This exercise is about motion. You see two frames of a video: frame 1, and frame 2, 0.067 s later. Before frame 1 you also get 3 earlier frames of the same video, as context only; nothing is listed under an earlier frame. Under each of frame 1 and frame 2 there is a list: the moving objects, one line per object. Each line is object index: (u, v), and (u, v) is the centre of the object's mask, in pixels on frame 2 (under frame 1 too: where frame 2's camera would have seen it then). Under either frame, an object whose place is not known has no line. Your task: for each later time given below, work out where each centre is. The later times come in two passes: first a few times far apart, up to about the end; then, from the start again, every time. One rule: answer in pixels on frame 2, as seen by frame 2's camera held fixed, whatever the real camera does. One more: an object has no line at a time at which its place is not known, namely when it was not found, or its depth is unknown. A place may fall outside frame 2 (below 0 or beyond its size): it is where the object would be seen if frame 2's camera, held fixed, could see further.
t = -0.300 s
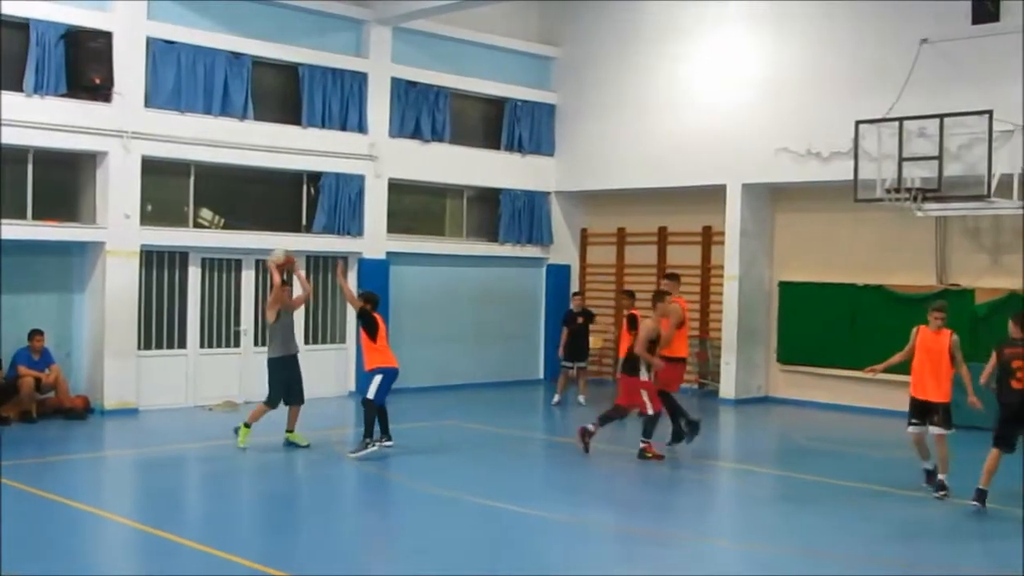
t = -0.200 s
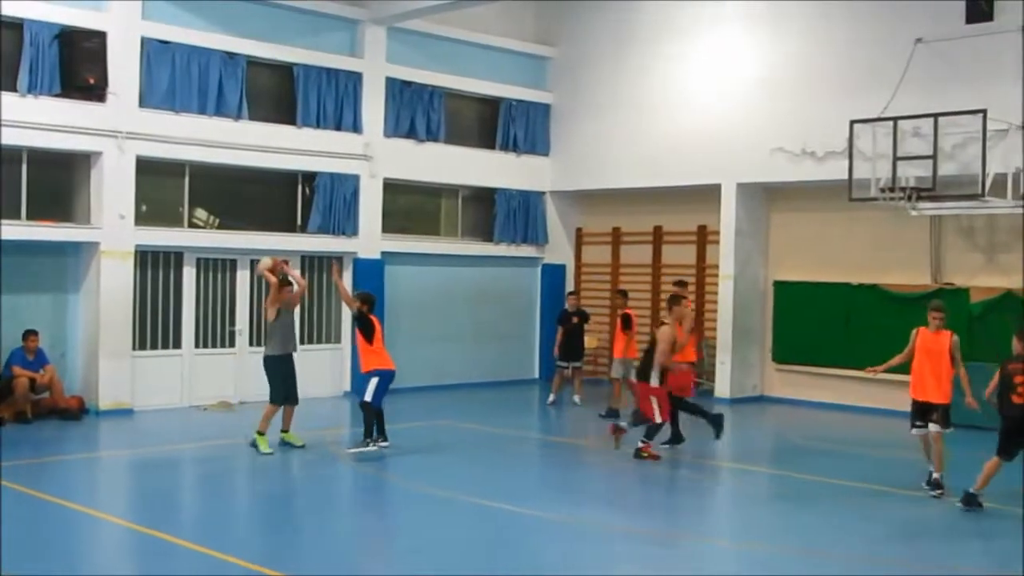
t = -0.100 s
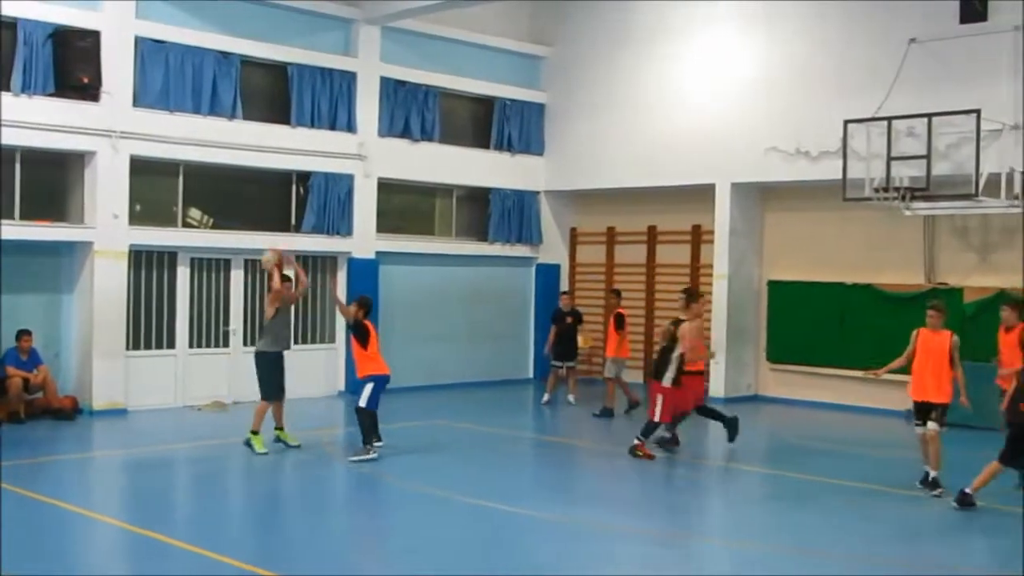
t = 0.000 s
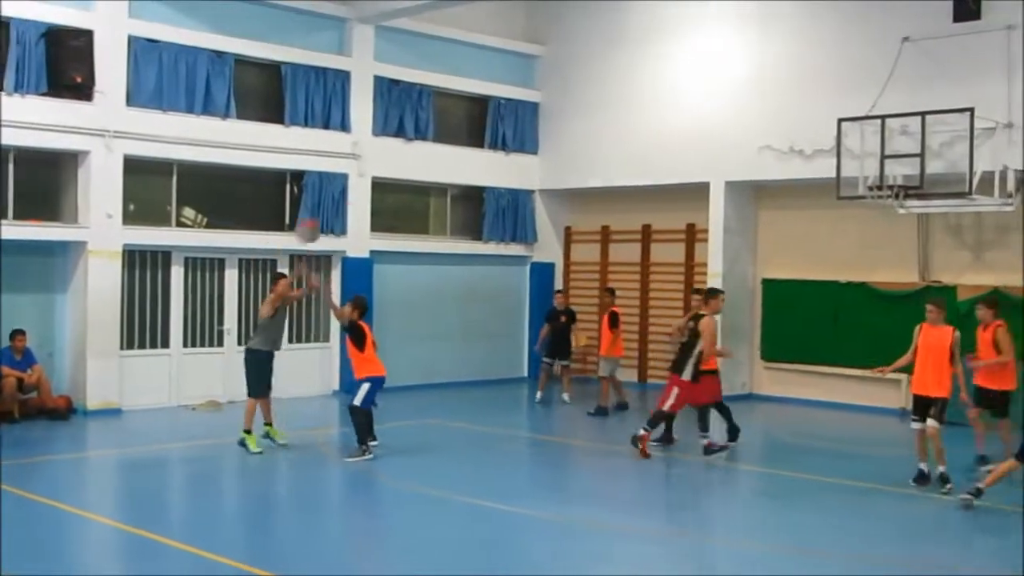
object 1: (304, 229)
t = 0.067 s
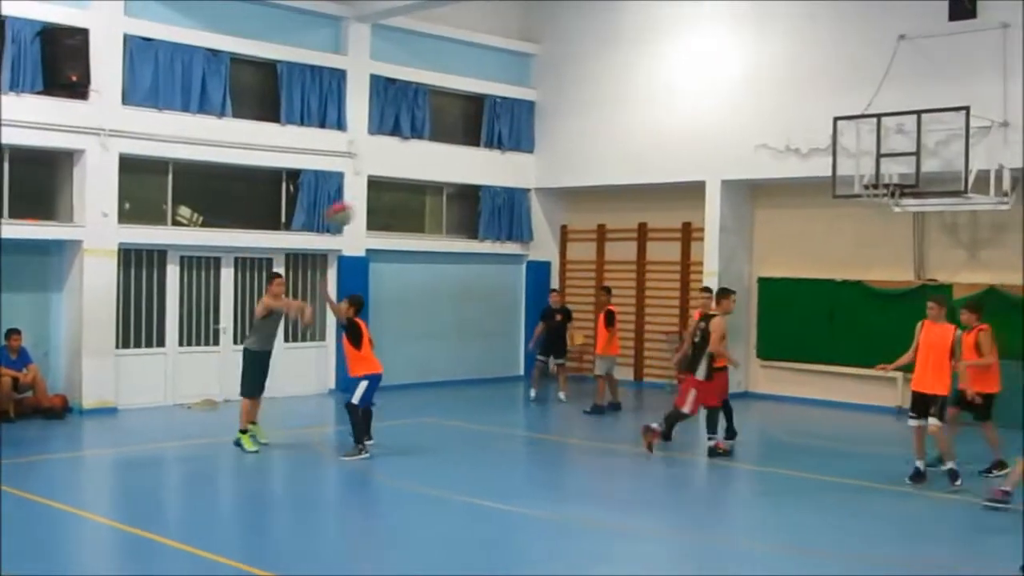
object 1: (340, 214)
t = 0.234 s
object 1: (440, 194)
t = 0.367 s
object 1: (530, 197)
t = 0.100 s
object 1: (359, 208)
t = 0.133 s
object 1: (376, 196)
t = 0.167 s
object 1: (396, 195)
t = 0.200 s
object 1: (414, 191)
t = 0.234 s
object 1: (440, 194)
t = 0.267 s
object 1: (460, 190)
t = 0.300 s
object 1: (482, 192)
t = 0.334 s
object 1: (506, 193)
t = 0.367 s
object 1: (530, 197)
